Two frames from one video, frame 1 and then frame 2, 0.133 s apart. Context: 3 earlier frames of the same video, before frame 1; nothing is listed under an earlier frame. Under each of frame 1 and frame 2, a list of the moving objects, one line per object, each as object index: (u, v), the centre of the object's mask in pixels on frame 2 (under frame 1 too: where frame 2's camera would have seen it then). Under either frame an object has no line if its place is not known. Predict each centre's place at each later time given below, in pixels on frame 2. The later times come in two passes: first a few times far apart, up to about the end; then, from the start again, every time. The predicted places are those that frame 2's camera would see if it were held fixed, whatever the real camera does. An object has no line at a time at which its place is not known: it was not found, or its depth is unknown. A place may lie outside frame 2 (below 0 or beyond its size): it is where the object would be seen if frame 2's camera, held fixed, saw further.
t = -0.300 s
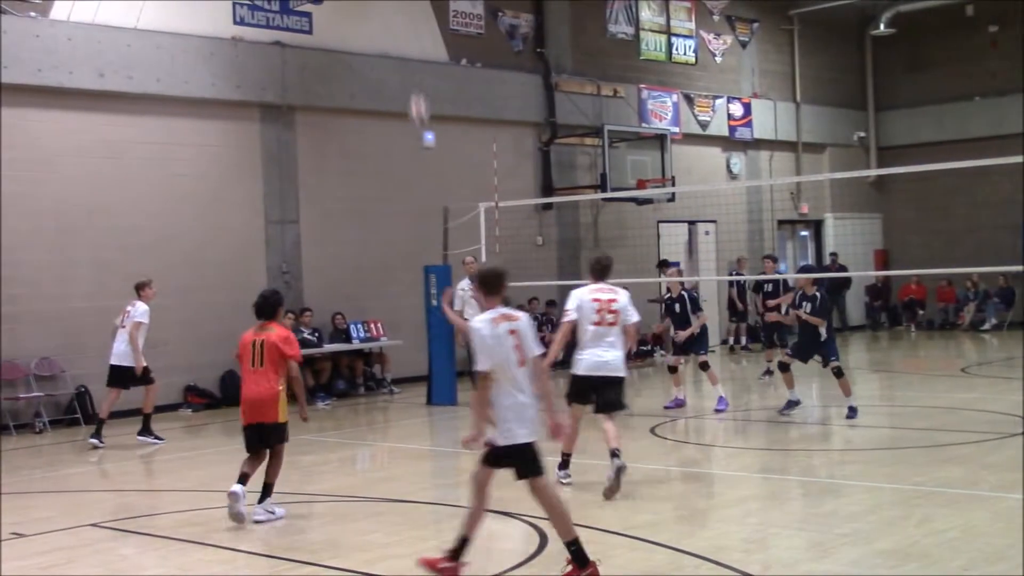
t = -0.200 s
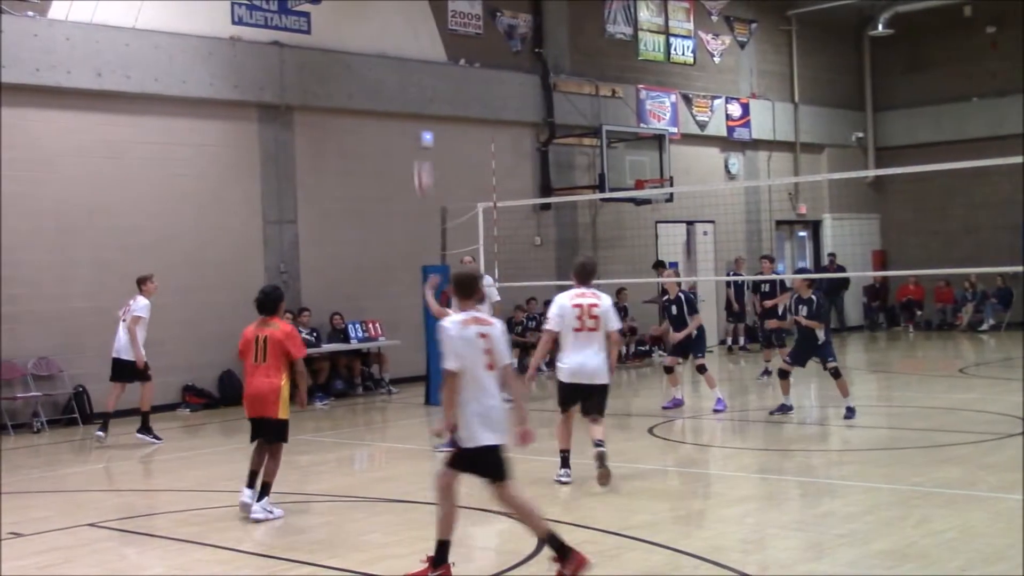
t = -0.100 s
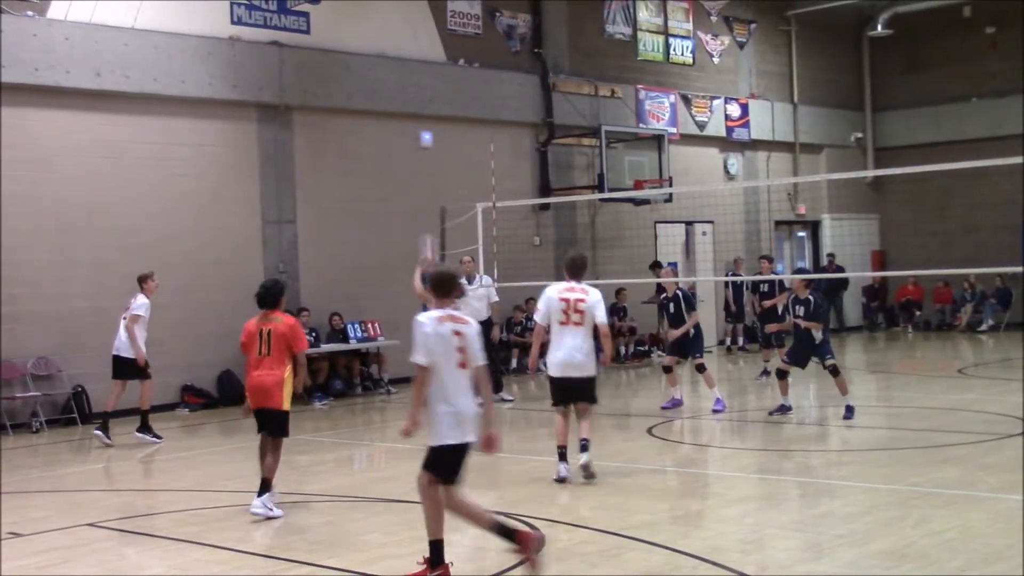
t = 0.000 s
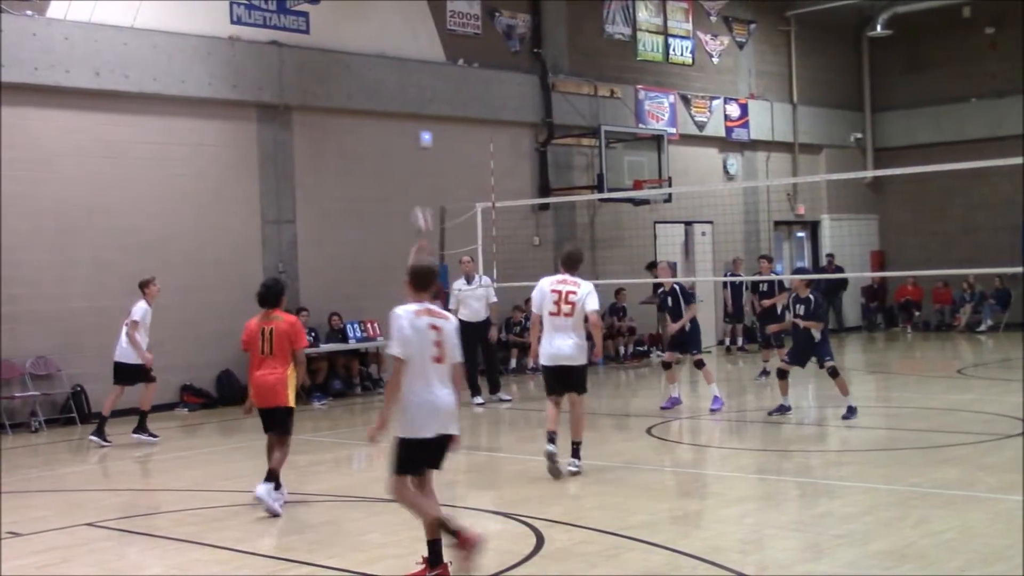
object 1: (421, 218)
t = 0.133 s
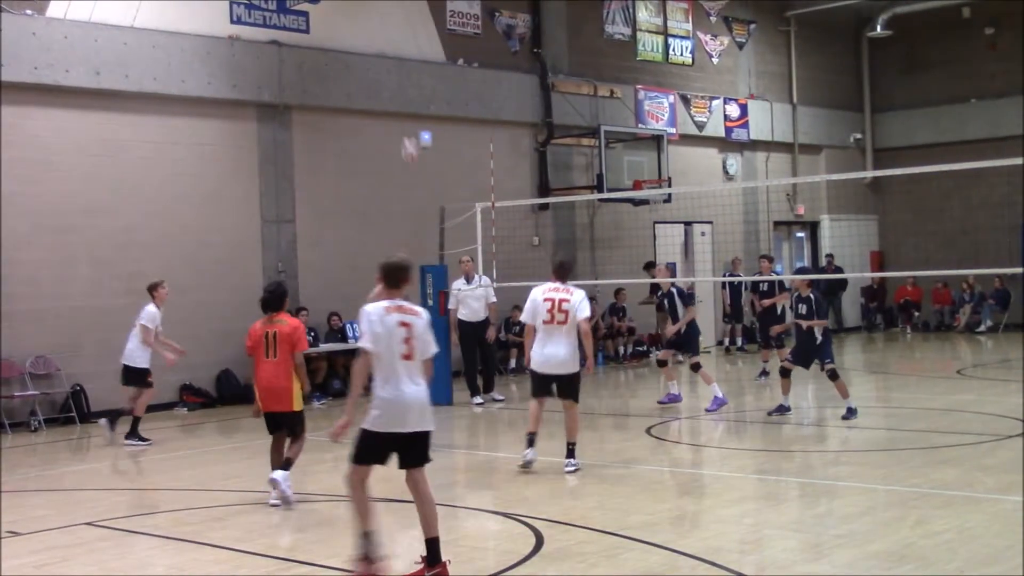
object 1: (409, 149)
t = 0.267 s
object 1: (401, 99)
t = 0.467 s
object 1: (388, 56)
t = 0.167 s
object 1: (406, 133)
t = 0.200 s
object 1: (406, 121)
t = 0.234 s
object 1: (403, 108)
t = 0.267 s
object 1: (401, 99)
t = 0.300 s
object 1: (399, 88)
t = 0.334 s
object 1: (394, 78)
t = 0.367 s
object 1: (393, 71)
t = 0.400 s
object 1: (392, 66)
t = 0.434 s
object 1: (390, 60)
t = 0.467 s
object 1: (388, 56)
